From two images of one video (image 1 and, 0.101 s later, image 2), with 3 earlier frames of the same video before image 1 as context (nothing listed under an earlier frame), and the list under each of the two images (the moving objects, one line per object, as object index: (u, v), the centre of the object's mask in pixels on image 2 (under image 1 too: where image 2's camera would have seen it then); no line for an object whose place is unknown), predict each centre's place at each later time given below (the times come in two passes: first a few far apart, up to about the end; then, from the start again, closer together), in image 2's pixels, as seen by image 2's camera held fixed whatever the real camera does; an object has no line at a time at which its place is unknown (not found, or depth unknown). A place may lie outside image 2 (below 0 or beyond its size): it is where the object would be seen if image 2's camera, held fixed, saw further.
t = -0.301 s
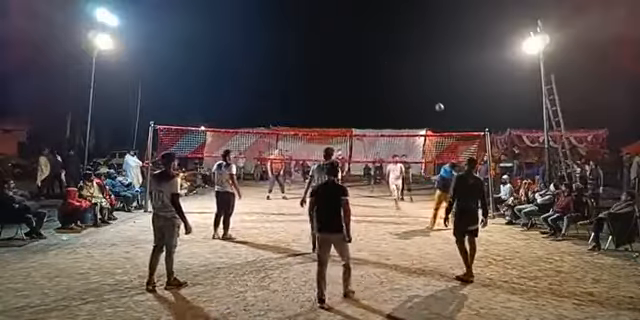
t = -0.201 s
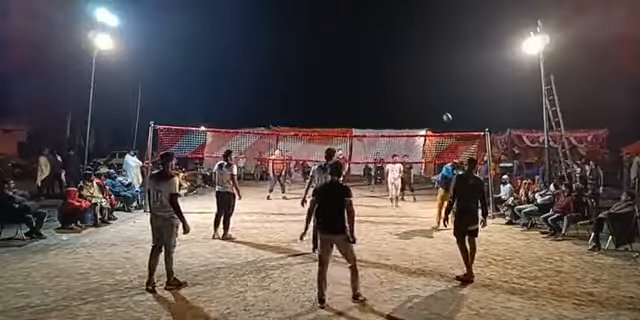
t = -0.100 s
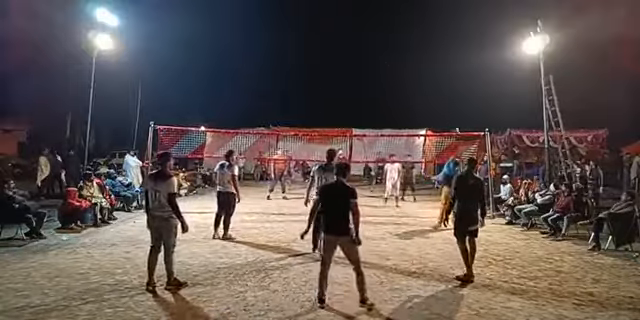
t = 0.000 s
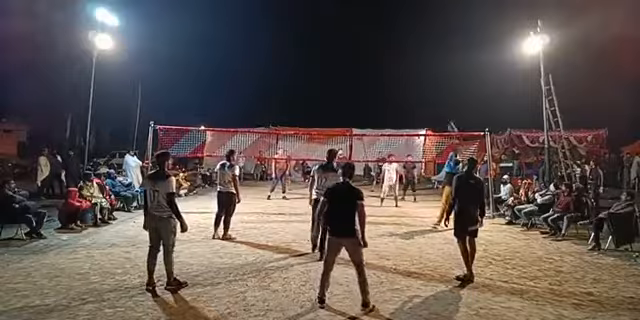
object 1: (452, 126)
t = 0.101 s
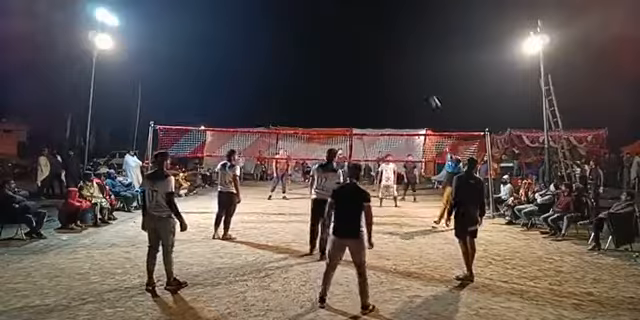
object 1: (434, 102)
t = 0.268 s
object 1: (409, 71)
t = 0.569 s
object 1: (372, 48)
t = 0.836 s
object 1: (347, 52)
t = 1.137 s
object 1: (323, 77)
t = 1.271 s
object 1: (315, 93)
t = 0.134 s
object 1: (429, 94)
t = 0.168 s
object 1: (423, 87)
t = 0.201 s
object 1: (419, 82)
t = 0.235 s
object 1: (414, 76)
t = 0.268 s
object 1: (409, 71)
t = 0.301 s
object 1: (405, 67)
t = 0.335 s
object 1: (400, 62)
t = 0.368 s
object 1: (396, 59)
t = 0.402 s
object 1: (392, 56)
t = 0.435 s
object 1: (388, 54)
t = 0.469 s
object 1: (384, 52)
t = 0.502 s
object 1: (380, 50)
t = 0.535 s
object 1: (376, 49)
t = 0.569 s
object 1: (372, 48)
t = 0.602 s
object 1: (369, 47)
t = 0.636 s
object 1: (366, 47)
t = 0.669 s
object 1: (363, 47)
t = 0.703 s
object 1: (359, 47)
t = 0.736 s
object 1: (356, 48)
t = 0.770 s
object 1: (353, 49)
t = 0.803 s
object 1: (350, 51)
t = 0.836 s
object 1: (347, 52)
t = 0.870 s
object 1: (344, 54)
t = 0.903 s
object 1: (341, 56)
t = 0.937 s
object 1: (339, 59)
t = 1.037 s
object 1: (331, 67)
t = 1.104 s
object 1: (326, 74)
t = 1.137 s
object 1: (323, 77)
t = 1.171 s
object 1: (322, 81)
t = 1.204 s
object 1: (319, 84)
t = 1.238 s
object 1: (317, 89)
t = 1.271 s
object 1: (315, 93)
